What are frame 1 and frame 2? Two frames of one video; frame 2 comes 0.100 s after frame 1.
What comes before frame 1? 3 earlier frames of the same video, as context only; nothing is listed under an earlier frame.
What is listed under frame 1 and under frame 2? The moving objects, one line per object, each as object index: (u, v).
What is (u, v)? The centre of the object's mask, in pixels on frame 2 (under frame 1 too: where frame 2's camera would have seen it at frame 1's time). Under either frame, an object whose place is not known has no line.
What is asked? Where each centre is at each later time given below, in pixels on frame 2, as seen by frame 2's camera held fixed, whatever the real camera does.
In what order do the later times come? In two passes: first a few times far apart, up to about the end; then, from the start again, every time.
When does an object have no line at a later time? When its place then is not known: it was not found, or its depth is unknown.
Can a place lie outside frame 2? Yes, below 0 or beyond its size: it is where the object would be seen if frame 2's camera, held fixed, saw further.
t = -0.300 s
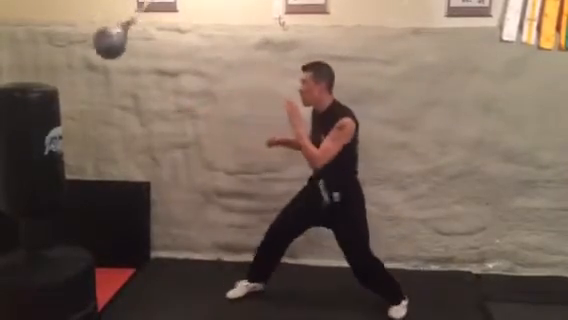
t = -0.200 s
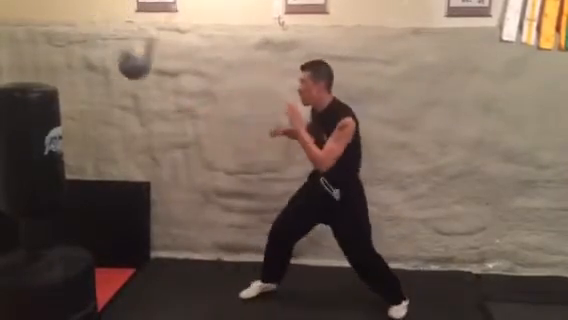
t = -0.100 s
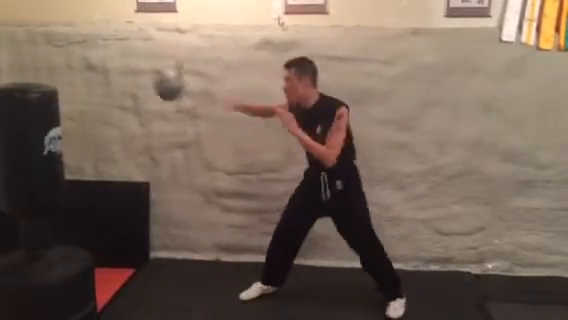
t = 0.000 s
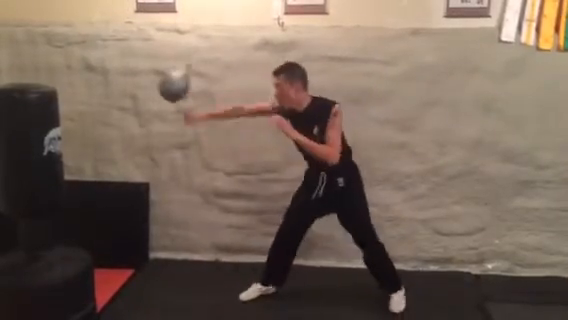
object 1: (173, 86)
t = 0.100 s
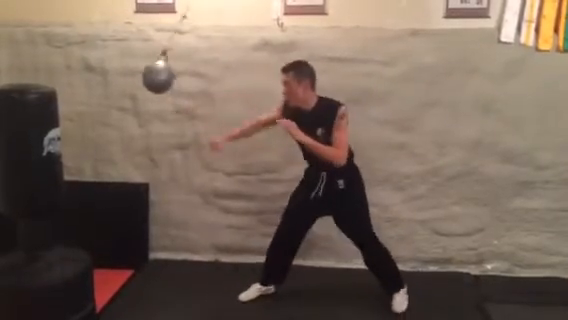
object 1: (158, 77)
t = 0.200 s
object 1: (149, 77)
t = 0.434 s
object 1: (162, 84)
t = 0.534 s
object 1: (182, 92)
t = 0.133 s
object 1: (154, 77)
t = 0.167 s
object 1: (150, 78)
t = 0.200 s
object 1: (149, 77)
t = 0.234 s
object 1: (148, 75)
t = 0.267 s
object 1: (148, 75)
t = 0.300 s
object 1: (149, 76)
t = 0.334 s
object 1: (150, 78)
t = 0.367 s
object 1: (153, 79)
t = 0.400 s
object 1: (157, 81)
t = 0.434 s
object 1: (162, 84)
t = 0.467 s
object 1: (168, 87)
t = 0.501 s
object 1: (175, 89)
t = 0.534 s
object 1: (182, 92)
